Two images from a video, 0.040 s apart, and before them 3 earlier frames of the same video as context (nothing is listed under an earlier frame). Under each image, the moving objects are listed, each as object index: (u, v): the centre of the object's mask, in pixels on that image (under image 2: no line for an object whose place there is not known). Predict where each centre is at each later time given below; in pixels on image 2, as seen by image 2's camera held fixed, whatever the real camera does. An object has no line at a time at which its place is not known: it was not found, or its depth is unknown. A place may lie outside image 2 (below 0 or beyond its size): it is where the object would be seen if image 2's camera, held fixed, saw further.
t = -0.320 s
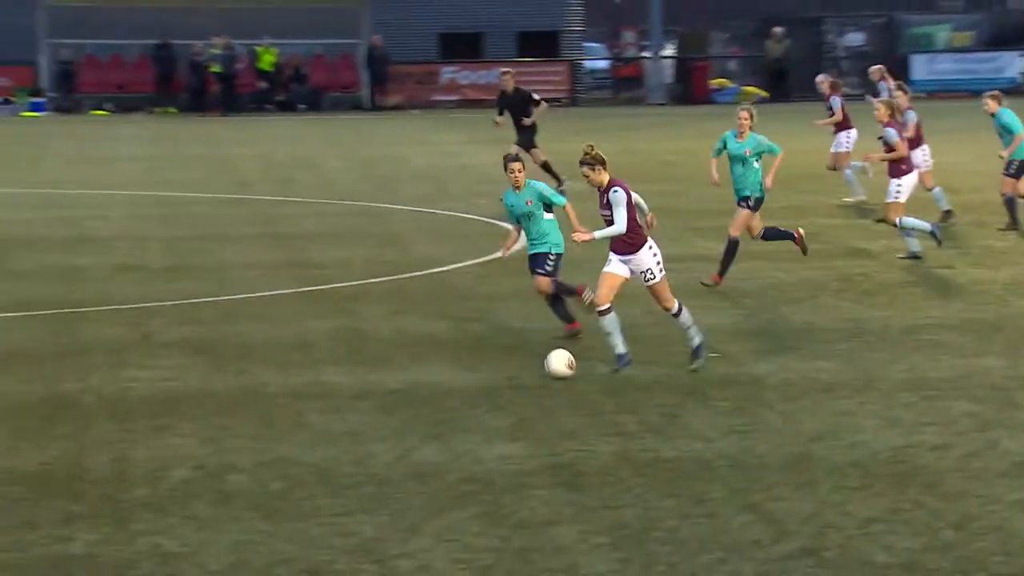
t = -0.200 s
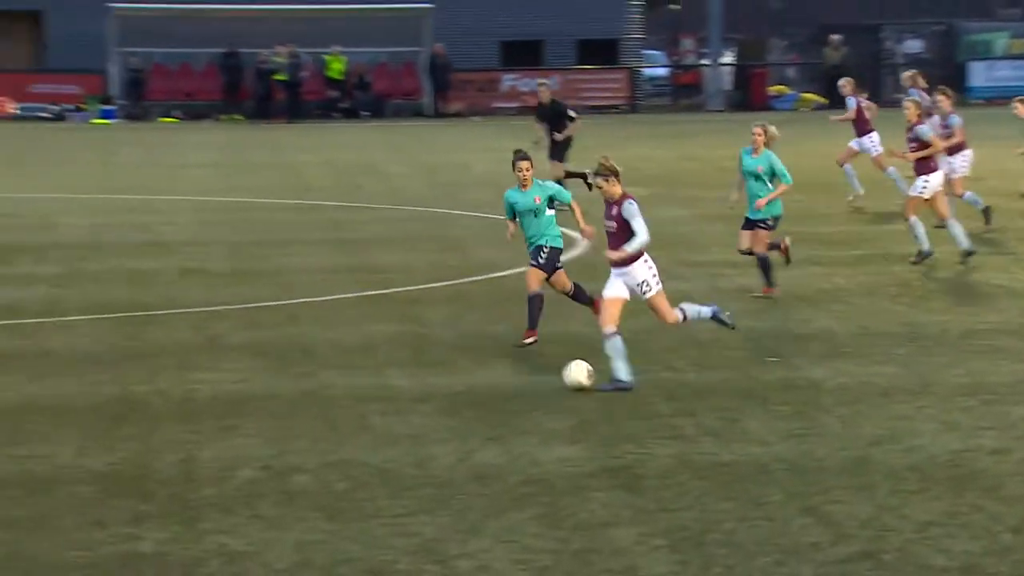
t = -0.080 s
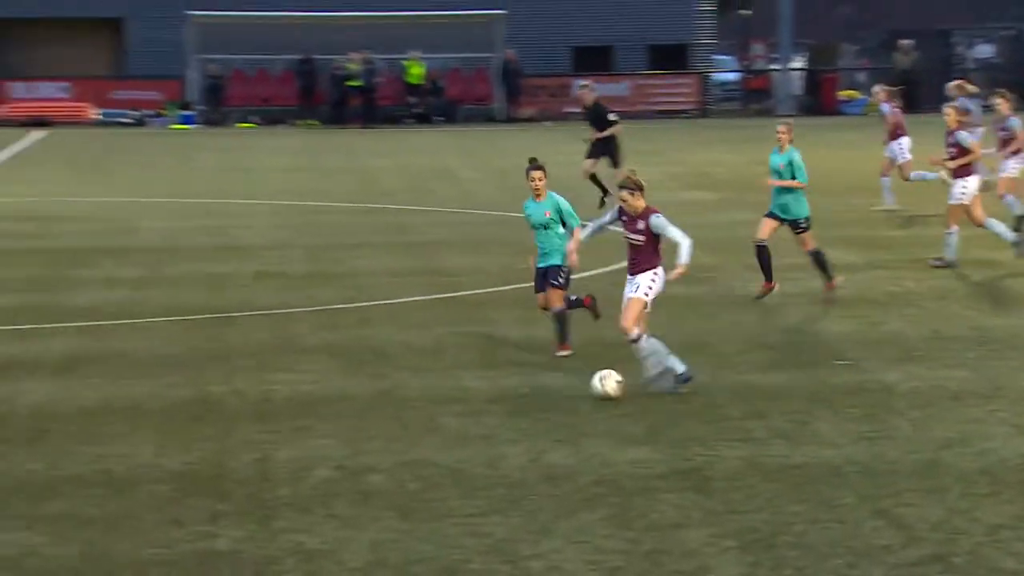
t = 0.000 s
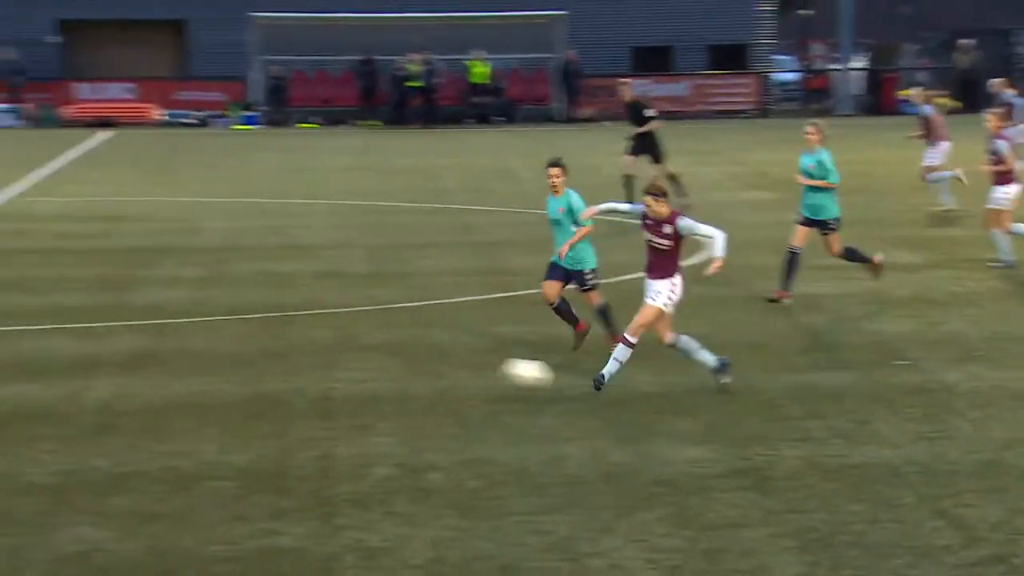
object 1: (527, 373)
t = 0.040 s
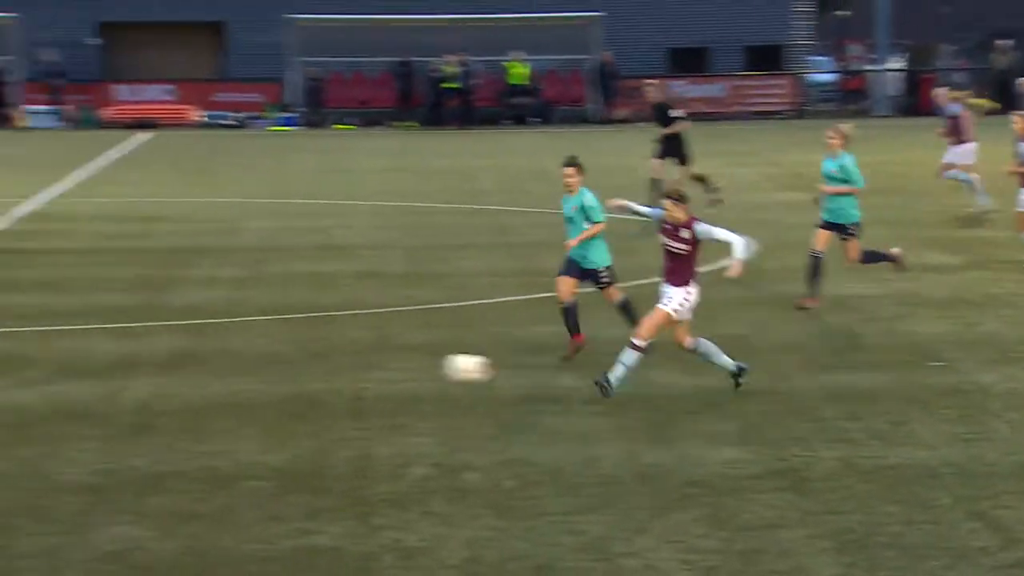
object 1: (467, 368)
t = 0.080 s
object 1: (369, 364)
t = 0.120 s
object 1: (271, 361)
